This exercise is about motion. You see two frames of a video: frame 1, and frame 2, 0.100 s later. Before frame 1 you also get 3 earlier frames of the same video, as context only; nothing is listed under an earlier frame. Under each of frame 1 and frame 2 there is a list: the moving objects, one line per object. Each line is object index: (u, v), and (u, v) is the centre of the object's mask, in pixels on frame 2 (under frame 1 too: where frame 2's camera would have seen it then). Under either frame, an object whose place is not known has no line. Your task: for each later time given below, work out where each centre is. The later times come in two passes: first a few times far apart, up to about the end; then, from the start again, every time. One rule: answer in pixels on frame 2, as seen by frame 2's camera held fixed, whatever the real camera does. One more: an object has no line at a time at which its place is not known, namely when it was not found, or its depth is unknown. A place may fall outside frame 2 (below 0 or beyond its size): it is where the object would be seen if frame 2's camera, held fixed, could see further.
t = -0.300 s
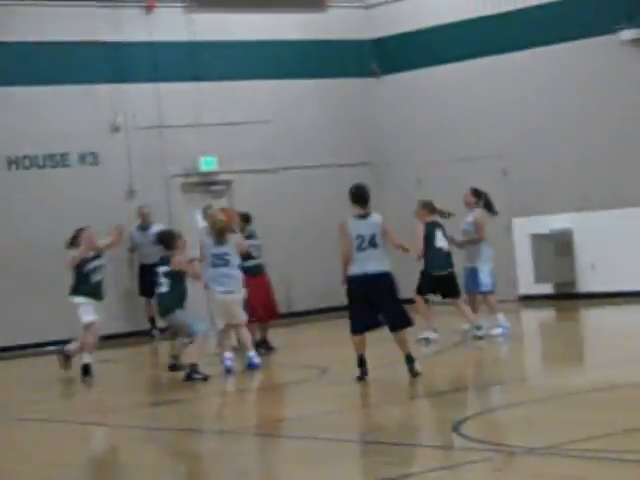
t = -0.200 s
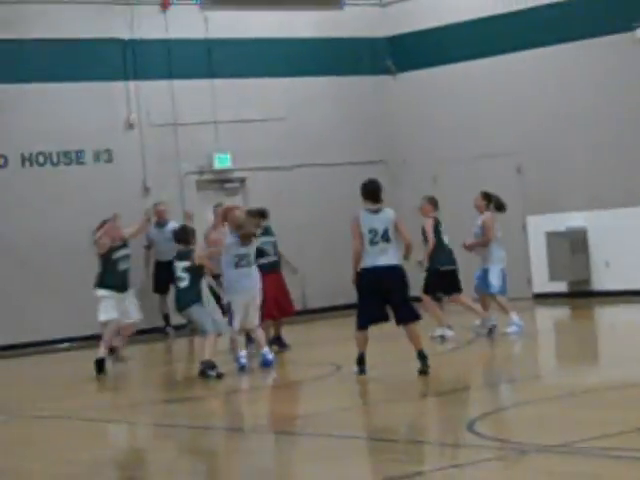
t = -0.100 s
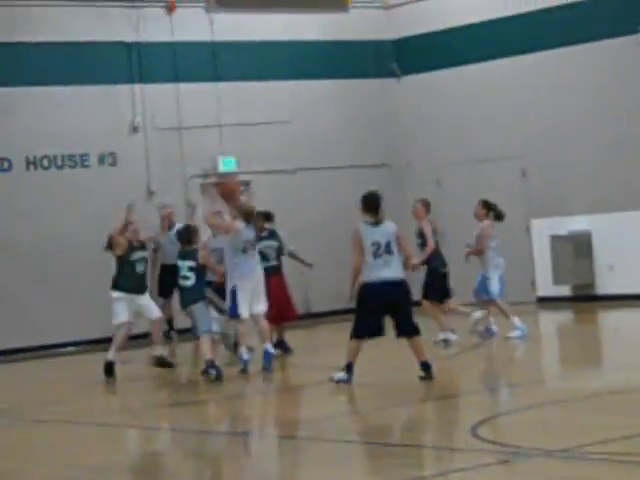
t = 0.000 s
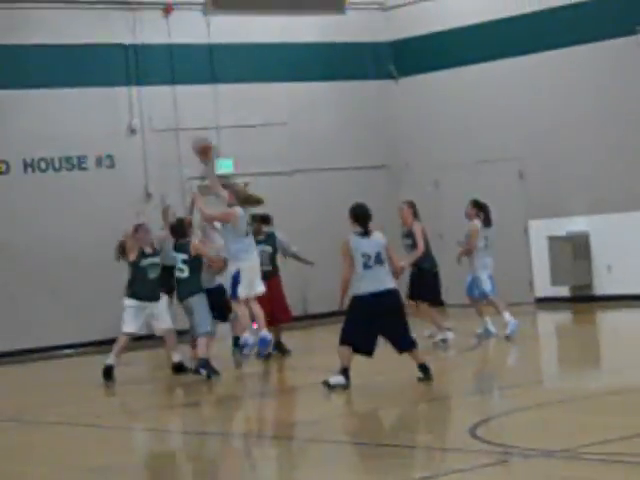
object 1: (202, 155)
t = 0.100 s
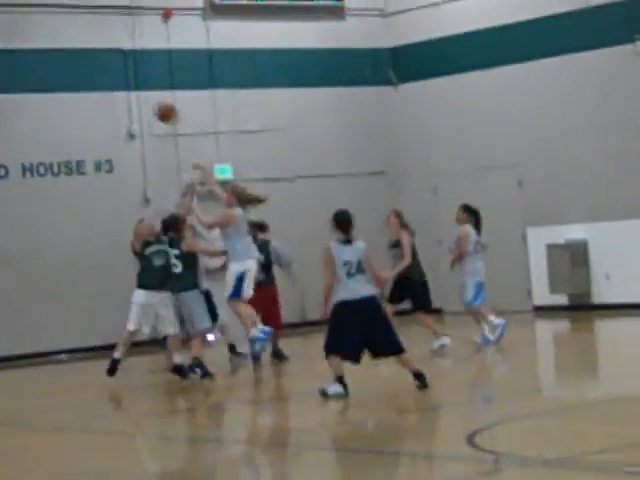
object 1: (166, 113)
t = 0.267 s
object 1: (107, 65)
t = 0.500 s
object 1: (30, 43)
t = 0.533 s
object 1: (19, 45)
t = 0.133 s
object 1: (155, 102)
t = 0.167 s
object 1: (141, 91)
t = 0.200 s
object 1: (131, 79)
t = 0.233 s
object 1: (120, 73)
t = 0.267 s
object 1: (107, 65)
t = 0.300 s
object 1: (94, 59)
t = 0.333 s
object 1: (83, 54)
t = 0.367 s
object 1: (72, 51)
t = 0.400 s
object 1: (61, 45)
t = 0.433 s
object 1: (51, 45)
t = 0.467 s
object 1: (40, 45)
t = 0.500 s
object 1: (30, 43)
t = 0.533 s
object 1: (19, 45)
